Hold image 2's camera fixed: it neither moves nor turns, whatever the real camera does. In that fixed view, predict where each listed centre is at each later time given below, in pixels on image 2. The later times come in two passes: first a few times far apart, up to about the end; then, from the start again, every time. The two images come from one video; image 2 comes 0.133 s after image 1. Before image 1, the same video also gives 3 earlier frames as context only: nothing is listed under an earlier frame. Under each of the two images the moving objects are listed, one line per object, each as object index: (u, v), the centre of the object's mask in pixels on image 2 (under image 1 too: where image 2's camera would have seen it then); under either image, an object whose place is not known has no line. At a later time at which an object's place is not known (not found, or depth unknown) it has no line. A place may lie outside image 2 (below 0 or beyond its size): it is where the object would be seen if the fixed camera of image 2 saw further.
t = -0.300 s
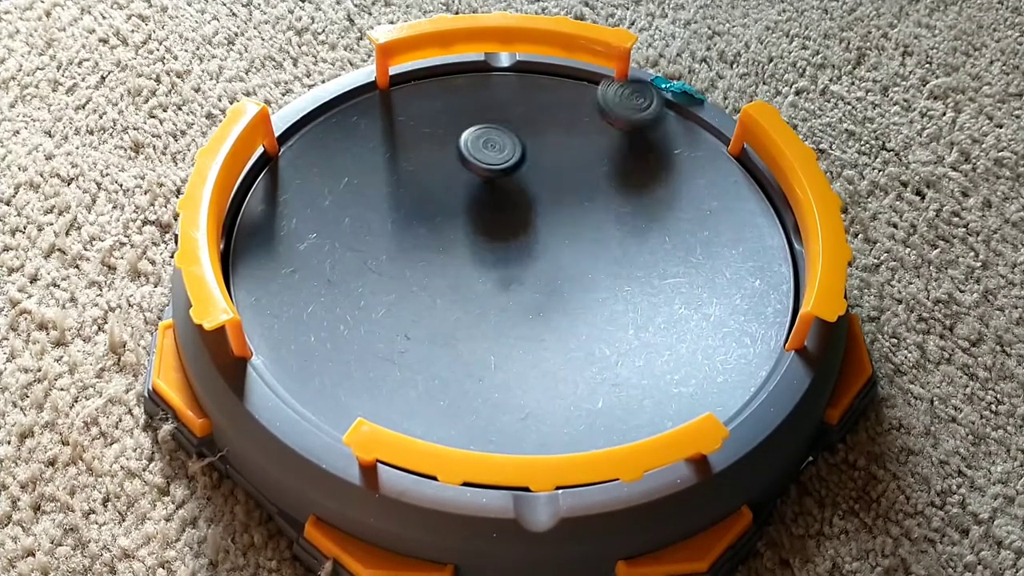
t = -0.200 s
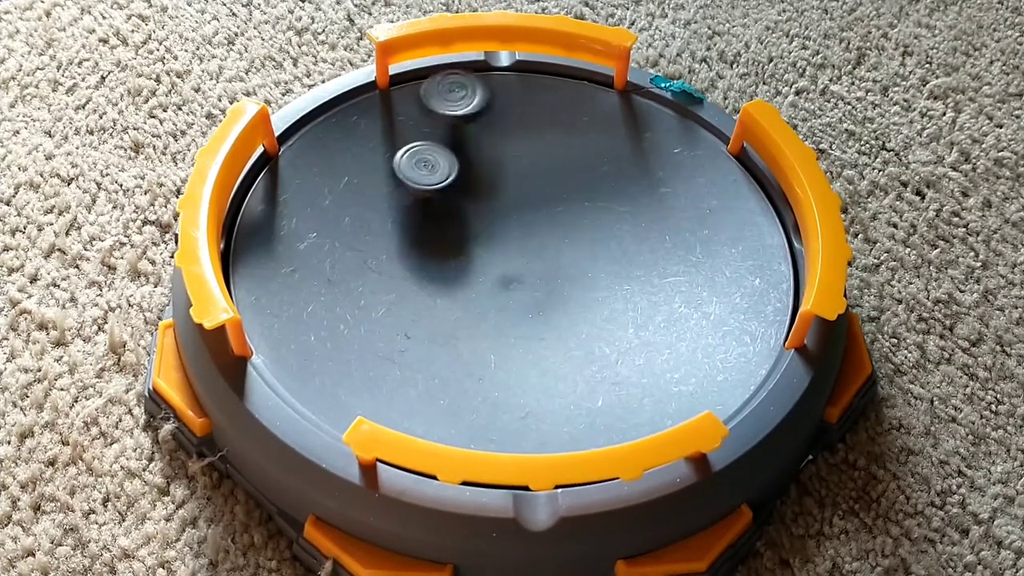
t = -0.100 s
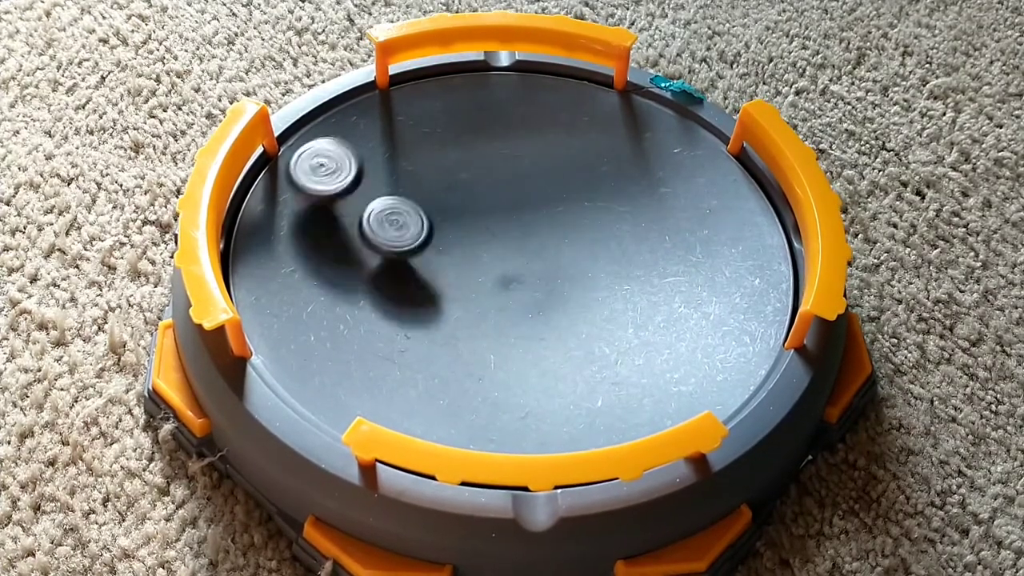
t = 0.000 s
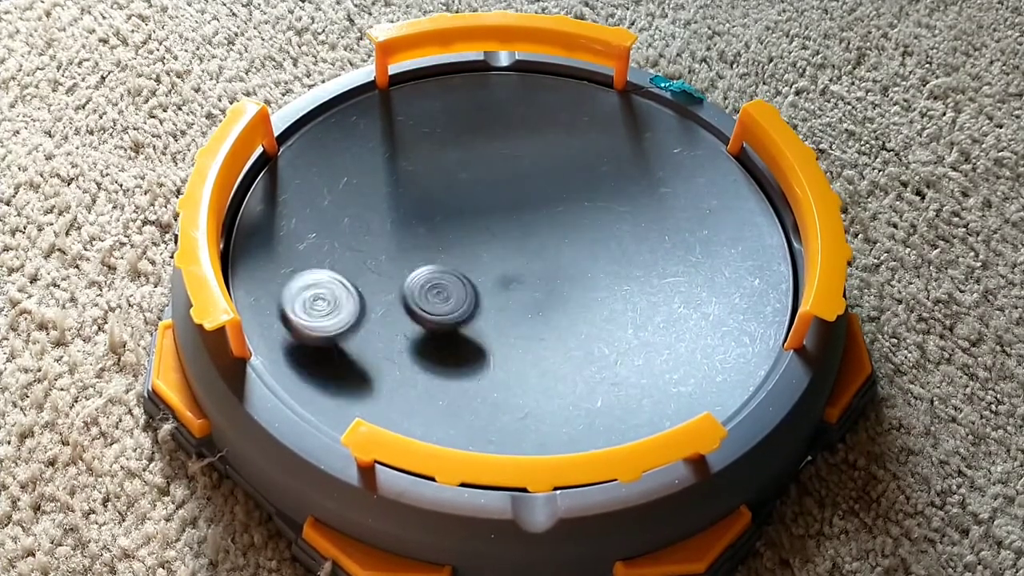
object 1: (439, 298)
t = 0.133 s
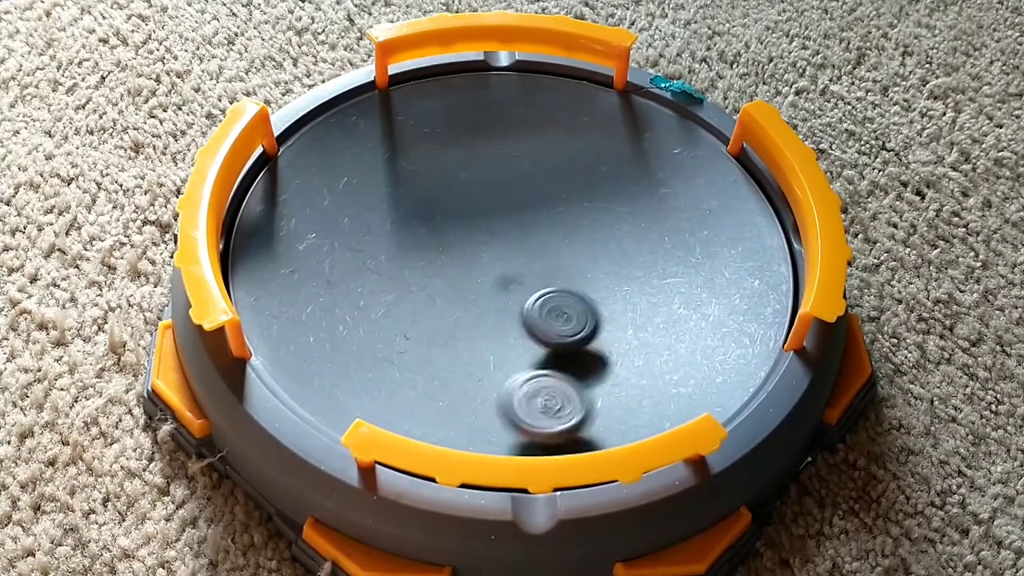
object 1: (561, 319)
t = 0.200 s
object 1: (607, 288)
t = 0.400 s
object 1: (583, 174)
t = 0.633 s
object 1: (450, 230)
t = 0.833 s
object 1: (513, 310)
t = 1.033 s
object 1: (605, 279)
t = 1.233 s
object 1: (553, 229)
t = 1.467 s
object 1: (489, 274)
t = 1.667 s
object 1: (505, 309)
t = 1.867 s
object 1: (527, 302)
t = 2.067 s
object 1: (519, 291)
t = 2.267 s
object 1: (496, 283)
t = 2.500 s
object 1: (472, 280)
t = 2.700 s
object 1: (473, 275)
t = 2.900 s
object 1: (473, 266)
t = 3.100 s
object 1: (472, 255)
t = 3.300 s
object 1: (475, 250)
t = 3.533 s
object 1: (484, 244)
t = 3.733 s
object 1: (499, 240)
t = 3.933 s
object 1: (515, 239)
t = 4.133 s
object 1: (527, 241)
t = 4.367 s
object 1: (537, 245)
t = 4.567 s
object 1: (540, 253)
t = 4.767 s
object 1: (538, 265)
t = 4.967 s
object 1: (533, 277)
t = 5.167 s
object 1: (530, 284)
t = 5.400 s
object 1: (522, 289)
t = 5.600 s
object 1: (507, 289)
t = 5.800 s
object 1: (494, 288)
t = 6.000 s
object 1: (516, 273)
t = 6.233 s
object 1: (502, 265)
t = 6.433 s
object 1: (423, 250)
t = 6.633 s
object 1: (454, 278)
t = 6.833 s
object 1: (477, 423)
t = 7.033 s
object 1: (637, 324)
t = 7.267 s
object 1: (643, 251)
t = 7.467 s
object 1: (696, 224)
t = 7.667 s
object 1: (514, 232)
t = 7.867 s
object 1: (430, 278)
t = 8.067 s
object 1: (420, 315)
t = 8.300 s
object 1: (454, 311)
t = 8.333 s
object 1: (451, 328)
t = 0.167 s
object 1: (587, 307)
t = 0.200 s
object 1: (607, 288)
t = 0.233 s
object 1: (622, 267)
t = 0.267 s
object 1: (629, 243)
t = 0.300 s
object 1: (627, 220)
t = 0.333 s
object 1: (617, 199)
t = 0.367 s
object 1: (603, 185)
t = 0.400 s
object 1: (583, 174)
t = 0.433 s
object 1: (556, 167)
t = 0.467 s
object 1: (530, 164)
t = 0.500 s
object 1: (505, 165)
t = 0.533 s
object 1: (484, 176)
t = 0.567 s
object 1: (467, 191)
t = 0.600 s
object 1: (456, 211)
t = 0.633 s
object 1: (450, 230)
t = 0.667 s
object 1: (452, 249)
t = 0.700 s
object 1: (459, 269)
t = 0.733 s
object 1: (471, 285)
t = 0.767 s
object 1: (483, 297)
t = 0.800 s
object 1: (497, 305)
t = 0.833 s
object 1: (513, 310)
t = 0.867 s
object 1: (533, 313)
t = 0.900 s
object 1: (552, 311)
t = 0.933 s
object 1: (568, 307)
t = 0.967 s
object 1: (583, 299)
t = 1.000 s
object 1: (598, 289)
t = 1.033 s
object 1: (605, 279)
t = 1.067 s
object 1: (606, 267)
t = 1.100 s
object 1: (603, 254)
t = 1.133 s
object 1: (598, 244)
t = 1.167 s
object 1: (588, 238)
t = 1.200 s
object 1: (570, 233)
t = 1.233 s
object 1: (553, 229)
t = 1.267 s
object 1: (539, 230)
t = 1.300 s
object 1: (521, 234)
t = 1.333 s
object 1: (507, 240)
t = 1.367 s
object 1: (499, 246)
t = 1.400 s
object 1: (494, 256)
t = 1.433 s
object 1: (492, 266)
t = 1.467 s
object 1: (489, 274)
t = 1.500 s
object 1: (489, 281)
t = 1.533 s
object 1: (490, 289)
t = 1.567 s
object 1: (492, 295)
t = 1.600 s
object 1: (496, 301)
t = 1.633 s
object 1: (501, 306)
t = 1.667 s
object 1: (505, 309)
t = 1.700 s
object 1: (512, 309)
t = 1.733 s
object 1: (517, 310)
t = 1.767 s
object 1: (521, 308)
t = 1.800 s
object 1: (525, 306)
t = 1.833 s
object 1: (525, 304)
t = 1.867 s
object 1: (527, 302)
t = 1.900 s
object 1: (527, 300)
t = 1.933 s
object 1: (526, 298)
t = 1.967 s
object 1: (525, 295)
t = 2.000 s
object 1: (523, 294)
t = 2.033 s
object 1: (521, 292)
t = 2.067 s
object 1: (519, 291)
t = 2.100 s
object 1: (515, 289)
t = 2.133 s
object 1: (512, 288)
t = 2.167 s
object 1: (508, 287)
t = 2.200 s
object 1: (504, 285)
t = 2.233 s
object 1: (501, 284)
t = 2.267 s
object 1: (496, 283)
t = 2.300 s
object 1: (493, 282)
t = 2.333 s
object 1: (488, 282)
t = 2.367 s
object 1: (483, 281)
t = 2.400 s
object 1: (480, 281)
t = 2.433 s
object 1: (476, 281)
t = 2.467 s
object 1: (475, 280)
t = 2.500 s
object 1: (472, 280)
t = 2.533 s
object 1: (471, 279)
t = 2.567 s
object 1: (471, 279)
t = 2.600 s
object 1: (471, 278)
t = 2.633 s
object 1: (472, 277)
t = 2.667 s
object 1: (472, 276)
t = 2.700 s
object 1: (473, 275)
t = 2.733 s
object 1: (473, 274)
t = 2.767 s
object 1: (473, 273)
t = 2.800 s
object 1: (474, 272)
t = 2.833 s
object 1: (473, 270)
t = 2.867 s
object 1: (473, 267)
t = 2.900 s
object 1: (473, 266)
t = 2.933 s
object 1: (473, 263)
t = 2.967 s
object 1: (473, 262)
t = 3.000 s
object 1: (472, 260)
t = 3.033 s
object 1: (472, 258)
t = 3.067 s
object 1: (472, 257)
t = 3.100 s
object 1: (472, 255)
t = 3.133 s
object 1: (472, 255)
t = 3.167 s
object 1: (472, 253)
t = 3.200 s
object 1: (473, 252)
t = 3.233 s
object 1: (473, 251)
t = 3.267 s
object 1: (475, 251)
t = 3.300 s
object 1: (475, 250)
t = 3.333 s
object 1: (476, 249)
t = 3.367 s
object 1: (478, 249)
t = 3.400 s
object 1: (479, 248)
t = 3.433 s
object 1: (480, 248)
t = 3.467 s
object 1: (480, 246)
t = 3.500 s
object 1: (482, 245)
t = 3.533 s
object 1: (484, 244)
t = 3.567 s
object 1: (487, 243)
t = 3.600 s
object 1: (488, 242)
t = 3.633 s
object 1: (492, 241)
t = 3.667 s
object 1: (493, 241)
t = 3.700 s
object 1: (496, 240)
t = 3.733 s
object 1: (499, 240)
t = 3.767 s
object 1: (502, 240)
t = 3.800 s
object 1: (505, 240)
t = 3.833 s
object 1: (507, 239)
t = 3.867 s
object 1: (510, 239)
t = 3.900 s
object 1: (513, 239)
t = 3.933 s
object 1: (515, 239)
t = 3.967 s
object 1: (517, 239)
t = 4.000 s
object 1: (519, 240)
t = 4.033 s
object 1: (521, 240)
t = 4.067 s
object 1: (523, 240)
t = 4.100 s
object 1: (525, 241)
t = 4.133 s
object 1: (527, 241)
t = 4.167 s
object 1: (528, 242)
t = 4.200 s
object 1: (529, 241)
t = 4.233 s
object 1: (531, 243)
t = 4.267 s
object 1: (533, 243)
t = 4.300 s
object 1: (534, 244)
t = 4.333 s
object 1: (535, 244)
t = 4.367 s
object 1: (537, 245)
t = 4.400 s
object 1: (537, 246)
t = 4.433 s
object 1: (538, 247)
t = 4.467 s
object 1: (538, 248)
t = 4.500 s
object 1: (540, 250)
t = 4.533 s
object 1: (540, 251)
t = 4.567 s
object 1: (540, 253)
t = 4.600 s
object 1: (540, 255)
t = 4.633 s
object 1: (540, 257)
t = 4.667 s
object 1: (539, 258)
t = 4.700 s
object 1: (539, 261)
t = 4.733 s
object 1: (539, 263)
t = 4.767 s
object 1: (538, 265)
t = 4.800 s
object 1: (537, 267)
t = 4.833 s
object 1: (536, 269)
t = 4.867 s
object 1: (535, 272)
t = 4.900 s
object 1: (535, 274)
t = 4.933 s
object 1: (534, 276)
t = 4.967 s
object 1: (533, 277)
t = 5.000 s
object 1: (533, 278)
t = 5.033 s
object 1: (533, 279)
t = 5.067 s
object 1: (533, 281)
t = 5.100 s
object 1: (532, 282)
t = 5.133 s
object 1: (531, 283)
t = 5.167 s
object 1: (530, 284)
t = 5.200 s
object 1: (529, 285)
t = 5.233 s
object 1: (528, 286)
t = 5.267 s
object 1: (528, 287)
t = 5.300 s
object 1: (526, 287)
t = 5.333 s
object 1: (525, 288)
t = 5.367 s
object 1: (523, 288)
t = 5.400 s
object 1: (522, 289)
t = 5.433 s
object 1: (519, 289)
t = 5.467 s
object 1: (517, 290)
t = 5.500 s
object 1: (515, 289)
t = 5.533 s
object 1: (512, 289)
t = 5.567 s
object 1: (510, 289)
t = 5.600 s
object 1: (507, 289)
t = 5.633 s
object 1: (505, 289)
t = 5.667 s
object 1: (503, 289)
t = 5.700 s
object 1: (502, 289)
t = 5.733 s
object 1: (499, 289)
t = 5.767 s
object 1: (496, 289)
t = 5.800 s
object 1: (494, 288)
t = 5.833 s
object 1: (491, 287)
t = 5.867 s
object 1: (496, 284)
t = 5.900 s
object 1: (507, 281)
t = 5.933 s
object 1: (513, 278)
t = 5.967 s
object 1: (515, 275)
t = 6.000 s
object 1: (516, 273)
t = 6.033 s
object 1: (515, 271)
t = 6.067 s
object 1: (513, 269)
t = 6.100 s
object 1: (510, 265)
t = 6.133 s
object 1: (508, 263)
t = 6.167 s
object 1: (505, 263)
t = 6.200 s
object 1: (503, 264)
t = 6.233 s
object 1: (502, 265)
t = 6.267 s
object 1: (501, 266)
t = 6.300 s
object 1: (475, 262)
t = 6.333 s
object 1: (450, 255)
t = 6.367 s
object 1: (433, 249)
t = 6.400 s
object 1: (425, 248)
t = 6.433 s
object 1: (423, 250)
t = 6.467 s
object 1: (423, 254)
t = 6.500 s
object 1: (427, 260)
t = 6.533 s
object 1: (431, 266)
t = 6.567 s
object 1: (438, 271)
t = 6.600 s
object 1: (445, 275)
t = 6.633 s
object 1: (454, 278)
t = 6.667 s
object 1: (463, 280)
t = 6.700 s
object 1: (472, 280)
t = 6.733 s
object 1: (467, 317)
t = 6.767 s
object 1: (457, 373)
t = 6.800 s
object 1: (458, 413)
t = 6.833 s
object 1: (477, 423)
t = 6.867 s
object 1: (509, 421)
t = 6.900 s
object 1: (543, 410)
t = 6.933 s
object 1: (578, 388)
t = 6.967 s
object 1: (605, 366)
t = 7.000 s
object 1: (625, 344)
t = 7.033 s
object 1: (637, 324)
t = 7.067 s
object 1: (640, 306)
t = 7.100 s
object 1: (637, 292)
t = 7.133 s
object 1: (628, 280)
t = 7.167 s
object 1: (614, 272)
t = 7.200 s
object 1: (597, 266)
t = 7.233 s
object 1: (583, 259)
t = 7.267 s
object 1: (643, 251)
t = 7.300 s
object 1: (691, 244)
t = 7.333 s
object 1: (722, 237)
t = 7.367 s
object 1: (738, 233)
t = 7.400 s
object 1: (738, 231)
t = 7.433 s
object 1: (722, 227)
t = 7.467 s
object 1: (696, 224)
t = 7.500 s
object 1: (664, 220)
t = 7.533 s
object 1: (632, 219)
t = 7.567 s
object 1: (599, 219)
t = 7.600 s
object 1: (568, 222)
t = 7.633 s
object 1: (539, 226)
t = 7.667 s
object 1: (514, 232)
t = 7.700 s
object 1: (494, 238)
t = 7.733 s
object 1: (477, 245)
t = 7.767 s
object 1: (462, 253)
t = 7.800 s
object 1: (448, 260)
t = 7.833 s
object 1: (437, 269)
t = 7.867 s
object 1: (430, 278)
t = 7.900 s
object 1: (423, 286)
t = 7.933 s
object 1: (419, 294)
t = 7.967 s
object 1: (417, 301)
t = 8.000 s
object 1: (416, 307)
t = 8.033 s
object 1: (418, 311)
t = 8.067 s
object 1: (420, 315)
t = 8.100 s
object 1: (423, 318)
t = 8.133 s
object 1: (427, 320)
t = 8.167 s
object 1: (433, 320)
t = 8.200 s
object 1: (437, 319)
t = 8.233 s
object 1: (443, 317)
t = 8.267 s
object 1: (449, 315)
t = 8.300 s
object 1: (454, 311)
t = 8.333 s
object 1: (451, 328)
